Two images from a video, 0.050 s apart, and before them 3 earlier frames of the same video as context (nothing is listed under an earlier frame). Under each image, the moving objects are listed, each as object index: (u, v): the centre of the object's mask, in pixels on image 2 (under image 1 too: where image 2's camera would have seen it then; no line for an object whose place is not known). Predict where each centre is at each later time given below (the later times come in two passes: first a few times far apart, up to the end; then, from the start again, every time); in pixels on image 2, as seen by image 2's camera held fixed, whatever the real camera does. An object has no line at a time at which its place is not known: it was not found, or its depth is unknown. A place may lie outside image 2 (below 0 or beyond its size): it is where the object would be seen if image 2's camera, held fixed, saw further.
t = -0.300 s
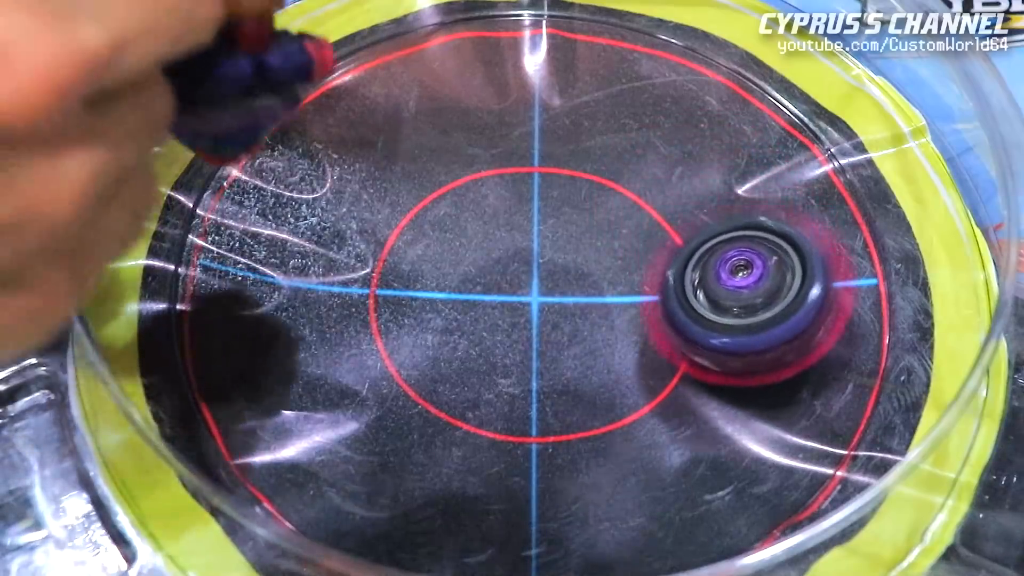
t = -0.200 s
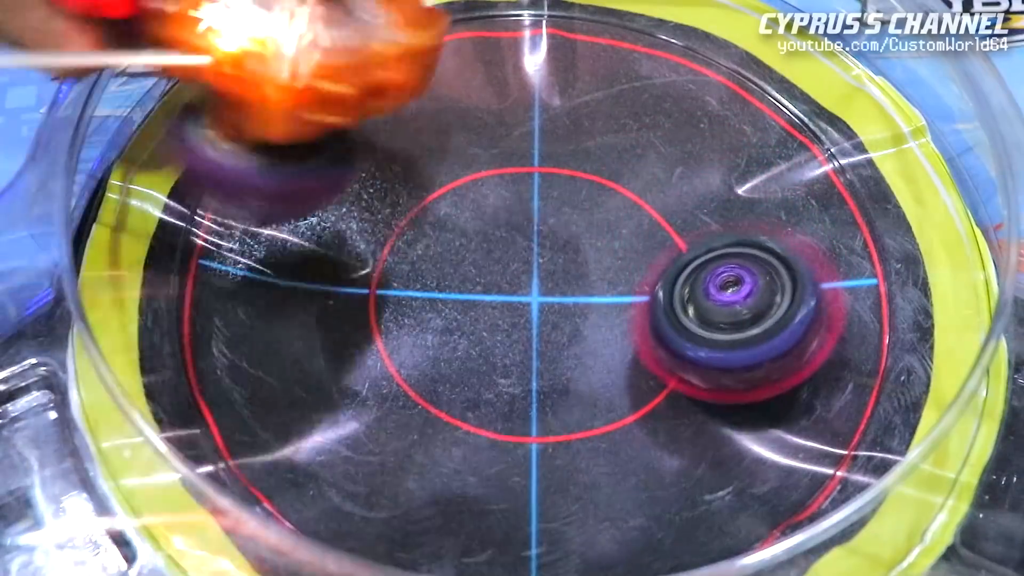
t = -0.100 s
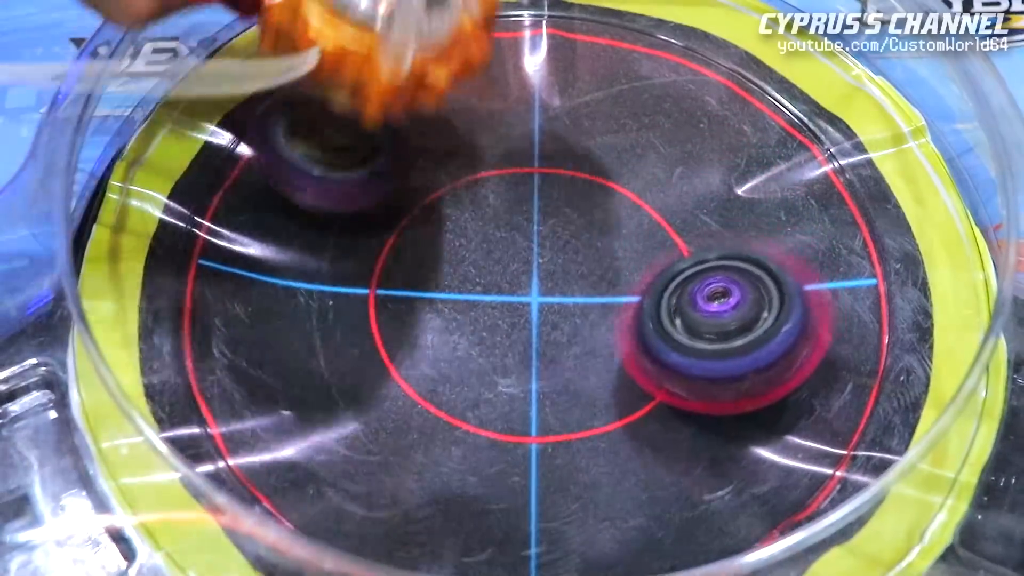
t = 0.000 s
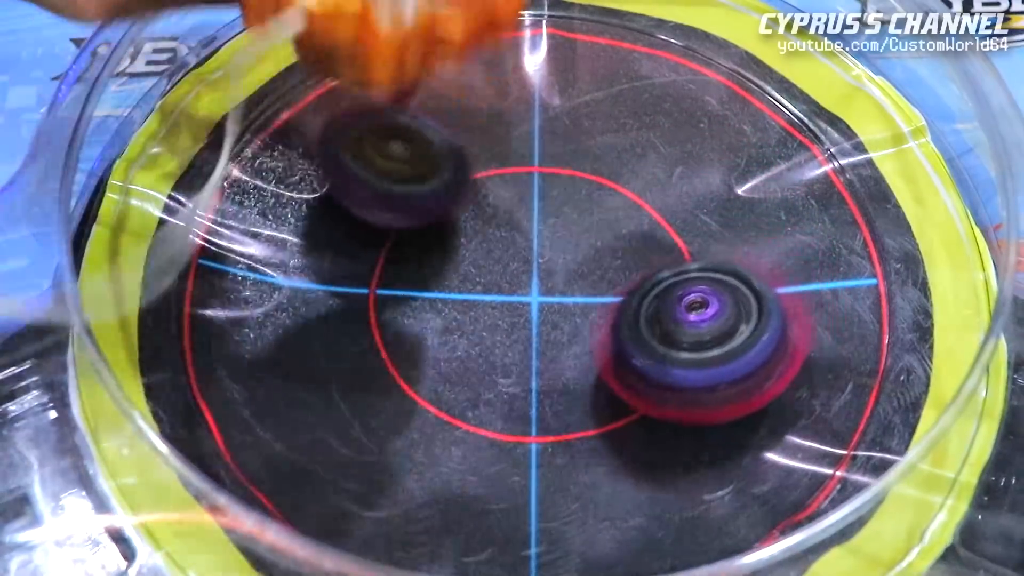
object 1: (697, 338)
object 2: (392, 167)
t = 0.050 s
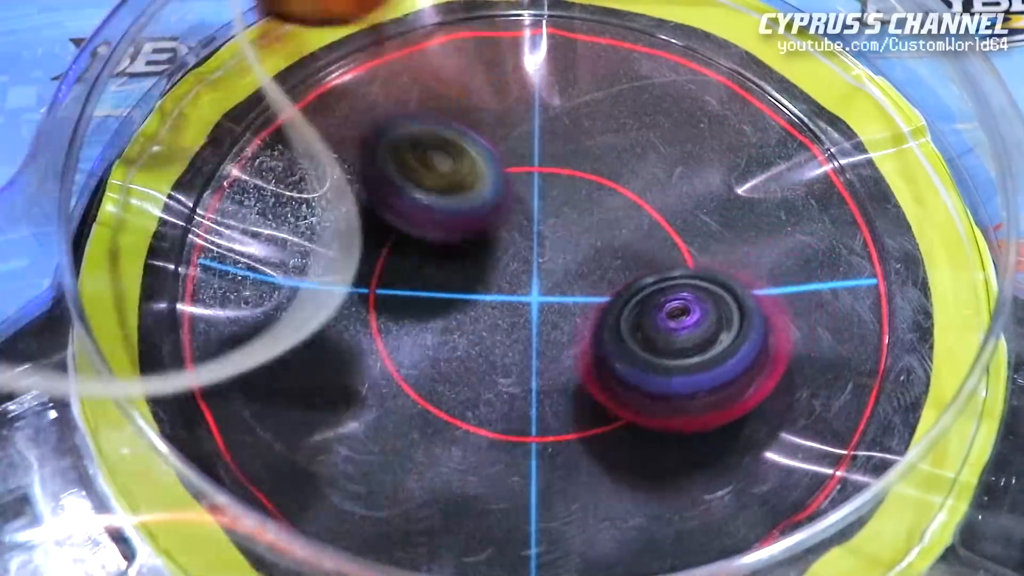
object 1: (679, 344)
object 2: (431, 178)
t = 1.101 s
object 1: (385, 330)
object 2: (459, 163)
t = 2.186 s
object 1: (545, 143)
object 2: (571, 277)
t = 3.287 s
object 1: (696, 310)
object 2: (398, 369)
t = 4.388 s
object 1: (338, 428)
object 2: (561, 144)
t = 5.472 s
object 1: (371, 61)
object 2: (723, 400)
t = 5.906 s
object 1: (535, 113)
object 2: (580, 282)
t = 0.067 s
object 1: (671, 348)
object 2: (449, 186)
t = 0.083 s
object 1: (664, 351)
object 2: (461, 186)
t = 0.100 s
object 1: (661, 360)
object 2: (478, 192)
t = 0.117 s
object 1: (649, 355)
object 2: (493, 203)
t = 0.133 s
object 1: (640, 358)
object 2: (507, 208)
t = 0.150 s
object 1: (632, 361)
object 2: (524, 215)
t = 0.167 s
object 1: (624, 365)
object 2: (537, 220)
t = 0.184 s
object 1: (615, 367)
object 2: (551, 226)
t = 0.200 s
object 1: (608, 372)
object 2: (565, 225)
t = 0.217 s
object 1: (599, 381)
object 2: (578, 219)
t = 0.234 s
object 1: (589, 388)
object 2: (592, 213)
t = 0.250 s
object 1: (580, 393)
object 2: (604, 208)
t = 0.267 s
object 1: (571, 398)
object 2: (615, 202)
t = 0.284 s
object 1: (562, 402)
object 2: (626, 197)
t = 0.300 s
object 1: (554, 406)
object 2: (636, 190)
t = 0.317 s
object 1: (545, 409)
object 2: (644, 185)
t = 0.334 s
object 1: (537, 412)
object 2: (652, 178)
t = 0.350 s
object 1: (529, 415)
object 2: (657, 174)
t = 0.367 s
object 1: (521, 418)
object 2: (662, 168)
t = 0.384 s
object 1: (514, 421)
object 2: (666, 164)
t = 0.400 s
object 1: (507, 423)
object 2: (669, 158)
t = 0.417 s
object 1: (501, 426)
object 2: (670, 154)
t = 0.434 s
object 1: (494, 428)
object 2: (671, 150)
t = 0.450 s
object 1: (489, 430)
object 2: (671, 147)
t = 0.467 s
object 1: (483, 432)
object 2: (670, 144)
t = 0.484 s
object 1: (478, 433)
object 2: (667, 143)
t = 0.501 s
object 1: (474, 435)
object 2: (662, 141)
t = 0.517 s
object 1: (470, 435)
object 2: (657, 139)
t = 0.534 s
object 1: (466, 436)
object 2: (651, 138)
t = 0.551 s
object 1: (462, 436)
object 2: (644, 137)
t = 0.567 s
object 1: (461, 436)
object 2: (634, 137)
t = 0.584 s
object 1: (459, 436)
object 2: (627, 138)
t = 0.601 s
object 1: (457, 435)
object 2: (618, 139)
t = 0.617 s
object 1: (455, 435)
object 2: (608, 141)
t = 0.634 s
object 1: (453, 434)
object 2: (599, 143)
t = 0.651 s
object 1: (452, 433)
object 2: (589, 145)
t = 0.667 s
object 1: (451, 431)
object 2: (575, 147)
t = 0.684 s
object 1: (449, 430)
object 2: (563, 151)
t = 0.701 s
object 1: (448, 428)
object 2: (552, 153)
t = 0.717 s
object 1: (446, 427)
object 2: (540, 157)
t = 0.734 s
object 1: (445, 425)
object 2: (528, 161)
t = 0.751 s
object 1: (442, 423)
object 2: (517, 164)
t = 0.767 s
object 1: (441, 421)
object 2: (505, 169)
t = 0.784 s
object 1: (439, 418)
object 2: (493, 172)
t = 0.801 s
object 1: (438, 415)
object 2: (483, 176)
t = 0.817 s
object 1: (436, 411)
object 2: (471, 180)
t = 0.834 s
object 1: (434, 408)
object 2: (462, 181)
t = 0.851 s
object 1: (433, 404)
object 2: (451, 186)
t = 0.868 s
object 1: (430, 399)
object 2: (442, 192)
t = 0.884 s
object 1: (428, 395)
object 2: (434, 195)
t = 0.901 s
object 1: (426, 389)
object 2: (426, 199)
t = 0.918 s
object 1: (424, 384)
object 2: (420, 203)
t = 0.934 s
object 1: (423, 378)
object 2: (413, 205)
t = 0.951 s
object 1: (420, 372)
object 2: (408, 210)
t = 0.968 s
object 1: (416, 367)
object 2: (405, 210)
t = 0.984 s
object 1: (410, 365)
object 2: (407, 206)
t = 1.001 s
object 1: (405, 364)
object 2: (411, 203)
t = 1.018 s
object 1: (400, 360)
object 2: (417, 193)
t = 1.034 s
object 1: (395, 355)
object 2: (425, 187)
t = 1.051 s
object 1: (391, 349)
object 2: (433, 181)
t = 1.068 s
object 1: (388, 342)
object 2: (443, 173)
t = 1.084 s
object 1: (386, 336)
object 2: (452, 168)
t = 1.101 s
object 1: (385, 330)
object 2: (459, 163)
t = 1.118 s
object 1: (384, 322)
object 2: (470, 154)
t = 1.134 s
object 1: (381, 315)
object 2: (480, 149)
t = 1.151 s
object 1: (379, 306)
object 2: (491, 145)
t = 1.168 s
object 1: (376, 297)
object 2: (502, 136)
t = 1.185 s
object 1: (374, 291)
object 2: (512, 131)
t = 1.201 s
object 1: (371, 283)
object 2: (522, 131)
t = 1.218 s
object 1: (369, 277)
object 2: (533, 133)
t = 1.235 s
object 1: (367, 271)
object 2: (544, 126)
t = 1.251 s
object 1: (365, 266)
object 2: (554, 121)
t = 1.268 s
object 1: (362, 259)
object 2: (564, 121)
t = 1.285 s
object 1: (360, 253)
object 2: (574, 124)
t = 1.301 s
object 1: (356, 248)
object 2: (582, 123)
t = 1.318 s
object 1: (355, 242)
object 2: (589, 118)
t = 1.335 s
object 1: (354, 238)
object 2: (598, 117)
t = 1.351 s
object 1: (353, 233)
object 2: (606, 123)
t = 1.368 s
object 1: (351, 228)
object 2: (612, 132)
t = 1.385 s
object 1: (350, 225)
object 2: (618, 136)
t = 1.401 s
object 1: (348, 220)
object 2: (623, 136)
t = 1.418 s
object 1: (348, 216)
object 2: (628, 140)
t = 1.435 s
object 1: (347, 211)
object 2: (631, 147)
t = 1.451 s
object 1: (346, 207)
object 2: (636, 160)
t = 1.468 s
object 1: (347, 204)
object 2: (637, 161)
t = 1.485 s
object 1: (347, 202)
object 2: (638, 165)
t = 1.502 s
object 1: (349, 200)
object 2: (638, 173)
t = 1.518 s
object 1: (350, 197)
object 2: (637, 188)
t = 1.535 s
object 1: (351, 195)
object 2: (635, 203)
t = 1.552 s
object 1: (353, 193)
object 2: (633, 209)
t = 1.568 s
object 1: (354, 191)
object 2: (631, 216)
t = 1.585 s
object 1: (356, 189)
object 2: (627, 229)
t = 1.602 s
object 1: (356, 187)
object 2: (624, 240)
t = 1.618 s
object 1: (358, 185)
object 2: (619, 248)
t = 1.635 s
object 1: (360, 185)
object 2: (615, 258)
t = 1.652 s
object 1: (362, 183)
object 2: (609, 266)
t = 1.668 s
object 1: (364, 182)
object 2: (604, 275)
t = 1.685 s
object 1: (365, 181)
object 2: (599, 283)
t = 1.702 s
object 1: (368, 180)
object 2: (592, 291)
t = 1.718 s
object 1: (370, 179)
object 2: (586, 299)
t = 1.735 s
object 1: (373, 179)
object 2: (580, 306)
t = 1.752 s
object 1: (376, 178)
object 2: (575, 312)
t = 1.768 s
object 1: (379, 178)
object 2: (569, 318)
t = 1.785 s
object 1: (384, 177)
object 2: (564, 324)
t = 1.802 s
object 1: (388, 177)
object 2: (558, 328)
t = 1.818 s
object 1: (392, 176)
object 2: (554, 332)
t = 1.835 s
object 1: (397, 175)
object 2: (548, 335)
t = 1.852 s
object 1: (402, 174)
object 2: (544, 338)
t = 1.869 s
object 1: (408, 173)
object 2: (539, 340)
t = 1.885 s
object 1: (414, 173)
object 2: (536, 341)
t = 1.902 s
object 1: (421, 172)
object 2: (532, 341)
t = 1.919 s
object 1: (425, 172)
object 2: (530, 342)
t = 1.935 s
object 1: (435, 171)
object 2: (528, 341)
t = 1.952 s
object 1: (443, 171)
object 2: (527, 340)
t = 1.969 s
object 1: (451, 170)
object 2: (526, 337)
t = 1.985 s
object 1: (459, 168)
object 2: (526, 335)
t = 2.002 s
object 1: (466, 168)
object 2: (526, 332)
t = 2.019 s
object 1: (475, 168)
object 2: (528, 329)
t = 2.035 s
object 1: (484, 166)
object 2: (529, 324)
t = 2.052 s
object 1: (492, 164)
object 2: (532, 320)
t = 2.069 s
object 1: (500, 162)
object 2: (534, 315)
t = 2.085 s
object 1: (509, 159)
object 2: (539, 310)
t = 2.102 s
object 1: (517, 157)
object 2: (543, 305)
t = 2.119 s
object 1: (523, 154)
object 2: (548, 300)
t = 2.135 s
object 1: (530, 152)
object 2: (553, 294)
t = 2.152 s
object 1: (535, 149)
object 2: (559, 289)
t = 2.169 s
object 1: (541, 146)
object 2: (564, 283)
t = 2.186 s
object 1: (545, 143)
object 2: (571, 277)
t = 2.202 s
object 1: (549, 141)
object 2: (576, 272)
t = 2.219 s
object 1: (554, 138)
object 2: (583, 266)
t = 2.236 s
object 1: (558, 135)
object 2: (589, 260)
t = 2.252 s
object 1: (561, 133)
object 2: (595, 256)
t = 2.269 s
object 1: (565, 130)
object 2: (601, 252)
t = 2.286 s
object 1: (573, 128)
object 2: (605, 253)
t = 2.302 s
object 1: (579, 126)
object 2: (608, 255)
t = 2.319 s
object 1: (587, 123)
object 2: (611, 258)
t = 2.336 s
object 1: (594, 122)
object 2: (614, 266)
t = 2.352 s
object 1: (602, 122)
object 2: (616, 274)
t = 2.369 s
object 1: (608, 121)
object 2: (618, 276)
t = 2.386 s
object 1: (611, 119)
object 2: (620, 282)
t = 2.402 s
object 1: (614, 117)
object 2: (621, 288)
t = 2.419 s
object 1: (616, 116)
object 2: (623, 290)
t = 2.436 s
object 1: (621, 115)
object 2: (623, 296)
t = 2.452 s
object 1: (624, 114)
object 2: (624, 298)
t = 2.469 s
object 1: (625, 115)
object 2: (624, 301)
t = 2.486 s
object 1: (627, 114)
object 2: (624, 305)
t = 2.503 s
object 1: (629, 114)
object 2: (625, 306)
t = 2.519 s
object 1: (630, 113)
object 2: (624, 309)
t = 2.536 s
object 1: (632, 115)
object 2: (623, 310)
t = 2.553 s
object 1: (632, 116)
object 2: (620, 312)
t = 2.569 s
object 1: (632, 117)
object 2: (619, 312)
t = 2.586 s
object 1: (633, 117)
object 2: (619, 313)
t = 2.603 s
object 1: (633, 118)
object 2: (616, 313)
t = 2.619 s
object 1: (634, 117)
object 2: (613, 311)
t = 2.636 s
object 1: (635, 121)
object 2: (610, 308)
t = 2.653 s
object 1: (636, 122)
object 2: (608, 309)
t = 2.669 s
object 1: (636, 124)
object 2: (604, 308)
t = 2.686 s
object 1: (637, 125)
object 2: (599, 306)
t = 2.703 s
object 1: (635, 126)
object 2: (594, 303)
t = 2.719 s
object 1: (635, 129)
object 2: (592, 302)
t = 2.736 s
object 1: (638, 133)
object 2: (587, 299)
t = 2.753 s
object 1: (639, 136)
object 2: (583, 297)
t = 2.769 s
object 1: (637, 139)
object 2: (579, 295)
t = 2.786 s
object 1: (640, 144)
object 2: (575, 292)
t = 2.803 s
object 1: (640, 148)
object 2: (571, 290)
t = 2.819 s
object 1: (641, 152)
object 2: (567, 288)
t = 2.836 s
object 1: (637, 157)
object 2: (563, 285)
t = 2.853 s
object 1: (637, 161)
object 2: (560, 284)
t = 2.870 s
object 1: (637, 166)
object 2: (555, 282)
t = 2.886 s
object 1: (638, 172)
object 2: (550, 280)
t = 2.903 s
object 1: (641, 178)
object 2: (537, 282)
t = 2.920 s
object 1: (643, 183)
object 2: (521, 288)
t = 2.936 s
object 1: (647, 191)
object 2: (506, 296)
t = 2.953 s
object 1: (649, 196)
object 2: (490, 303)
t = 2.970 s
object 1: (650, 203)
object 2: (476, 307)
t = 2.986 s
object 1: (651, 208)
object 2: (462, 313)
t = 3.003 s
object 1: (654, 215)
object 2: (450, 317)
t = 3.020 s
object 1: (655, 221)
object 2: (438, 322)
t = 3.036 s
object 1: (656, 228)
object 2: (426, 326)
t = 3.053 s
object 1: (658, 234)
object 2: (417, 331)
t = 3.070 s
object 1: (659, 240)
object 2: (407, 335)
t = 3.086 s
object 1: (663, 247)
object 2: (400, 339)
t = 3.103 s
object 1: (667, 254)
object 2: (393, 343)
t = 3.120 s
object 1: (668, 260)
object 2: (388, 347)
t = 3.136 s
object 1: (671, 267)
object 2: (382, 350)
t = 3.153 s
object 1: (673, 272)
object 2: (379, 354)
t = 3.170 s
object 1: (675, 279)
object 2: (376, 356)
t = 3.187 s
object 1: (678, 285)
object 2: (376, 359)
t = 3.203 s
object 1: (681, 290)
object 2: (377, 361)
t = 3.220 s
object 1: (685, 295)
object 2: (378, 364)
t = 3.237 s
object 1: (688, 299)
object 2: (381, 366)
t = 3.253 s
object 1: (690, 304)
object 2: (386, 367)
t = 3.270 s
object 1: (693, 308)
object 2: (391, 368)
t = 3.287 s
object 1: (696, 310)
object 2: (398, 369)
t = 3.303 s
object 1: (696, 312)
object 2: (405, 369)
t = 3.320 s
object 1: (696, 313)
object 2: (413, 369)
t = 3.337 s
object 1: (697, 314)
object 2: (422, 369)
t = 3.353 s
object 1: (697, 316)
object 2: (431, 367)
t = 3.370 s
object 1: (698, 317)
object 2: (444, 366)
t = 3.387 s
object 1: (698, 319)
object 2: (453, 364)
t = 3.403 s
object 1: (699, 320)
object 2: (465, 361)
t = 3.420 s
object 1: (697, 323)
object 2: (476, 358)
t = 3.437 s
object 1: (697, 325)
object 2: (488, 354)
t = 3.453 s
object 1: (697, 326)
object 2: (498, 351)
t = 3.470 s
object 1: (696, 328)
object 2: (510, 347)
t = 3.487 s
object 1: (699, 329)
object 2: (515, 342)
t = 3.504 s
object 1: (714, 331)
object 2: (504, 333)
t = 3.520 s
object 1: (725, 333)
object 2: (494, 324)
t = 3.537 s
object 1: (733, 334)
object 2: (482, 315)
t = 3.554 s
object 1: (736, 336)
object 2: (472, 309)
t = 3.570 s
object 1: (738, 337)
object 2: (461, 295)
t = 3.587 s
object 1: (738, 338)
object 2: (452, 286)
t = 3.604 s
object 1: (737, 339)
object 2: (444, 281)
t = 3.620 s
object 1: (737, 340)
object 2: (436, 271)
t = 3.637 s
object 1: (734, 341)
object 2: (428, 263)
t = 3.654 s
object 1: (733, 342)
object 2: (423, 256)
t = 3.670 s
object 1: (728, 343)
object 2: (416, 247)
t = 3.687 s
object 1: (727, 343)
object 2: (411, 241)
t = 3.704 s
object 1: (721, 344)
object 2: (406, 233)
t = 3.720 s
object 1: (720, 344)
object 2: (402, 227)
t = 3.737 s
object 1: (715, 345)
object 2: (398, 221)
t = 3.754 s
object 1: (710, 344)
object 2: (395, 215)
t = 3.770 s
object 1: (705, 345)
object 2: (393, 210)
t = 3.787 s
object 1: (700, 345)
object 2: (390, 204)
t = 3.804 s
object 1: (694, 344)
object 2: (390, 201)
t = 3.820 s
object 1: (688, 344)
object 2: (388, 197)
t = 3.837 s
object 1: (681, 344)
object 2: (389, 194)
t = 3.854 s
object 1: (674, 343)
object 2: (390, 192)
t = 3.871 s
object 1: (666, 342)
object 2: (392, 190)
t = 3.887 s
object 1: (659, 341)
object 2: (394, 188)
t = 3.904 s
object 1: (649, 340)
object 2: (396, 188)
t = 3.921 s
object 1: (641, 338)
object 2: (398, 187)
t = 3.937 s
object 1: (629, 337)
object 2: (402, 188)
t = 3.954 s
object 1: (618, 335)
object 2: (407, 189)
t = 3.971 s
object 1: (602, 334)
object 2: (411, 190)
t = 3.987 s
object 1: (590, 334)
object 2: (416, 193)
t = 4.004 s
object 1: (576, 334)
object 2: (422, 195)
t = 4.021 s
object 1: (562, 333)
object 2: (427, 198)
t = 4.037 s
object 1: (547, 332)
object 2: (432, 201)
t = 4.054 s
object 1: (530, 333)
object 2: (439, 204)
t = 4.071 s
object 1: (516, 336)
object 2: (444, 206)
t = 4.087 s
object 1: (499, 343)
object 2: (451, 202)
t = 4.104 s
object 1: (483, 349)
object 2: (460, 195)
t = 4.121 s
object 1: (462, 355)
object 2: (469, 189)
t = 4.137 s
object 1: (440, 361)
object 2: (477, 182)
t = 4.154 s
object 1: (422, 368)
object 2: (485, 176)
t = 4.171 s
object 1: (405, 376)
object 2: (492, 170)
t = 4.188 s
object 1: (391, 382)
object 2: (500, 166)
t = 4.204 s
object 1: (377, 388)
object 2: (508, 160)
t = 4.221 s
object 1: (366, 396)
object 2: (515, 157)
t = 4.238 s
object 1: (357, 403)
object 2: (523, 152)
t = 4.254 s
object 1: (349, 408)
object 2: (529, 150)
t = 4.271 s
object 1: (343, 413)
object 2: (533, 147)
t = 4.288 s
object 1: (340, 417)
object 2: (538, 145)
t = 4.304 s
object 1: (338, 420)
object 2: (543, 144)
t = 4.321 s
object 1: (337, 422)
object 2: (548, 143)
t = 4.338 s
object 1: (337, 424)
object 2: (552, 143)
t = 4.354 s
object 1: (338, 426)
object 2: (555, 142)
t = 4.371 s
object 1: (337, 427)
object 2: (559, 143)
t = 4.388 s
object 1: (338, 428)
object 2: (561, 144)
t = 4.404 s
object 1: (337, 429)
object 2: (563, 146)
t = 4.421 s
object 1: (338, 429)
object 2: (564, 147)
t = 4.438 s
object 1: (340, 429)
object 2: (565, 150)
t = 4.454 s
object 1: (341, 429)
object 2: (566, 153)
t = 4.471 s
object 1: (343, 429)
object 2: (566, 157)
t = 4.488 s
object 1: (345, 428)
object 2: (566, 161)
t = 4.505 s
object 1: (346, 427)
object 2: (565, 164)
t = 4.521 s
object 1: (348, 426)
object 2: (564, 169)
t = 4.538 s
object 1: (350, 425)
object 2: (563, 174)
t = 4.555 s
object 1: (352, 422)
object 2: (560, 178)
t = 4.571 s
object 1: (355, 421)
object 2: (558, 183)
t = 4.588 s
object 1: (357, 418)
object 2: (555, 189)
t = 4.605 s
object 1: (361, 416)
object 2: (553, 195)
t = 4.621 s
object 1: (364, 413)
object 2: (550, 200)
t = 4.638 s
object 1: (368, 410)
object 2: (547, 205)
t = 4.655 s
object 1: (373, 407)
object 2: (544, 209)
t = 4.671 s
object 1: (378, 404)
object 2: (541, 214)
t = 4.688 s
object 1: (384, 398)
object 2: (539, 219)
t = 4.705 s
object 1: (391, 393)
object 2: (535, 223)
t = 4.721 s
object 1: (398, 384)
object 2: (532, 225)
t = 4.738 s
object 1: (406, 378)
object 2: (528, 231)
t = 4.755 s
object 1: (414, 368)
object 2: (524, 232)
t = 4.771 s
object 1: (408, 363)
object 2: (530, 230)
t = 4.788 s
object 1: (395, 361)
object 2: (552, 222)
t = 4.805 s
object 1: (387, 360)
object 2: (573, 215)
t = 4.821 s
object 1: (380, 356)
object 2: (592, 204)
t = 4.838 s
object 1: (378, 354)
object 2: (611, 194)
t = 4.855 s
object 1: (377, 351)
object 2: (629, 184)
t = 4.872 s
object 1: (380, 347)
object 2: (646, 172)
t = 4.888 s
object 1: (381, 343)
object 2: (659, 162)
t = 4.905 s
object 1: (384, 339)
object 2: (672, 152)
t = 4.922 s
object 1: (386, 334)
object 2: (683, 144)
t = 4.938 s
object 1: (389, 329)
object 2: (694, 136)
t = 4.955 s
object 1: (393, 325)
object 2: (703, 127)
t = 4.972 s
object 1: (396, 320)
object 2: (709, 120)
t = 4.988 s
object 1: (401, 315)
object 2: (715, 112)
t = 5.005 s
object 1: (403, 308)
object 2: (720, 106)
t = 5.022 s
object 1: (408, 302)
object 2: (724, 100)
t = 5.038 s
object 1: (411, 294)
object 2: (726, 95)
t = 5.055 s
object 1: (415, 285)
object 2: (727, 91)
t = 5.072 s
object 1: (418, 278)
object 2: (726, 88)
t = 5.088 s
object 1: (421, 268)
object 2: (724, 86)
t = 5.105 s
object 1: (427, 260)
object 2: (721, 85)
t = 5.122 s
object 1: (429, 251)
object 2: (718, 85)
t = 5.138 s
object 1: (431, 242)
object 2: (713, 85)
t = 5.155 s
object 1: (432, 232)
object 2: (707, 88)
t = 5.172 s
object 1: (436, 223)
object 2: (699, 91)
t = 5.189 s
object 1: (438, 216)
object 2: (692, 95)
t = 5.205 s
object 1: (439, 207)
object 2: (683, 100)
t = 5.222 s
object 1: (440, 200)
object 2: (673, 107)
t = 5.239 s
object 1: (441, 189)
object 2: (663, 115)
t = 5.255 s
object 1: (442, 183)
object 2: (652, 124)
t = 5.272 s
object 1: (442, 175)
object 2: (641, 131)
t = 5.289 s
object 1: (443, 168)
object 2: (629, 141)
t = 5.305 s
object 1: (443, 163)
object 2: (617, 151)
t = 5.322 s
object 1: (442, 158)
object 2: (608, 163)
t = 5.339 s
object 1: (432, 144)
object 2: (614, 188)
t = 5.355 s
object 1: (422, 127)
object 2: (629, 215)
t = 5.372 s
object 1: (413, 114)
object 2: (641, 241)
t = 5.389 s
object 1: (403, 99)
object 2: (654, 268)
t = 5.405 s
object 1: (395, 87)
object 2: (669, 301)
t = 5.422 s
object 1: (387, 77)
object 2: (685, 326)
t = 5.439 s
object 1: (380, 69)
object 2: (698, 349)
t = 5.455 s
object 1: (375, 64)
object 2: (708, 378)
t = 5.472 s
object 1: (371, 61)
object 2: (723, 400)
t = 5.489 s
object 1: (369, 60)
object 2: (735, 420)
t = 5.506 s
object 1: (368, 60)
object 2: (744, 439)
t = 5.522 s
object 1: (368, 59)
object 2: (747, 439)
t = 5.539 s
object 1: (369, 59)
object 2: (747, 439)
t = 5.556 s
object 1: (370, 60)
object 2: (744, 443)
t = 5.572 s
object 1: (371, 61)
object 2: (740, 449)
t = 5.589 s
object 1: (372, 63)
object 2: (733, 459)
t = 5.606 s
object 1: (373, 64)
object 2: (725, 468)
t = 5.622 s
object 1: (374, 65)
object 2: (724, 461)
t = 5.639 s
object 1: (376, 66)
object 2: (720, 448)
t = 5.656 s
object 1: (378, 68)
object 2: (710, 431)
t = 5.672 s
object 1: (381, 70)
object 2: (704, 420)
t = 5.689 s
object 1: (385, 74)
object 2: (693, 416)
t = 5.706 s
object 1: (390, 78)
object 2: (683, 416)
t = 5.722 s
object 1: (395, 83)
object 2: (672, 417)
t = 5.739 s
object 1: (404, 91)
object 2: (660, 400)
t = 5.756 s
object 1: (414, 99)
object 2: (651, 381)
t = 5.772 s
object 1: (423, 107)
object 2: (637, 359)
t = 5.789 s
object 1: (436, 116)
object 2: (625, 343)
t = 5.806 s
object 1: (450, 124)
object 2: (613, 331)
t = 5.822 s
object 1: (464, 133)
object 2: (602, 304)
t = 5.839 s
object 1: (480, 142)
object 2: (591, 280)
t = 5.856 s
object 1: (494, 146)
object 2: (582, 263)
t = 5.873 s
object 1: (509, 139)
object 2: (579, 262)
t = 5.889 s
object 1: (523, 126)
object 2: (579, 269)
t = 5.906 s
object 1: (535, 113)
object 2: (580, 282)
